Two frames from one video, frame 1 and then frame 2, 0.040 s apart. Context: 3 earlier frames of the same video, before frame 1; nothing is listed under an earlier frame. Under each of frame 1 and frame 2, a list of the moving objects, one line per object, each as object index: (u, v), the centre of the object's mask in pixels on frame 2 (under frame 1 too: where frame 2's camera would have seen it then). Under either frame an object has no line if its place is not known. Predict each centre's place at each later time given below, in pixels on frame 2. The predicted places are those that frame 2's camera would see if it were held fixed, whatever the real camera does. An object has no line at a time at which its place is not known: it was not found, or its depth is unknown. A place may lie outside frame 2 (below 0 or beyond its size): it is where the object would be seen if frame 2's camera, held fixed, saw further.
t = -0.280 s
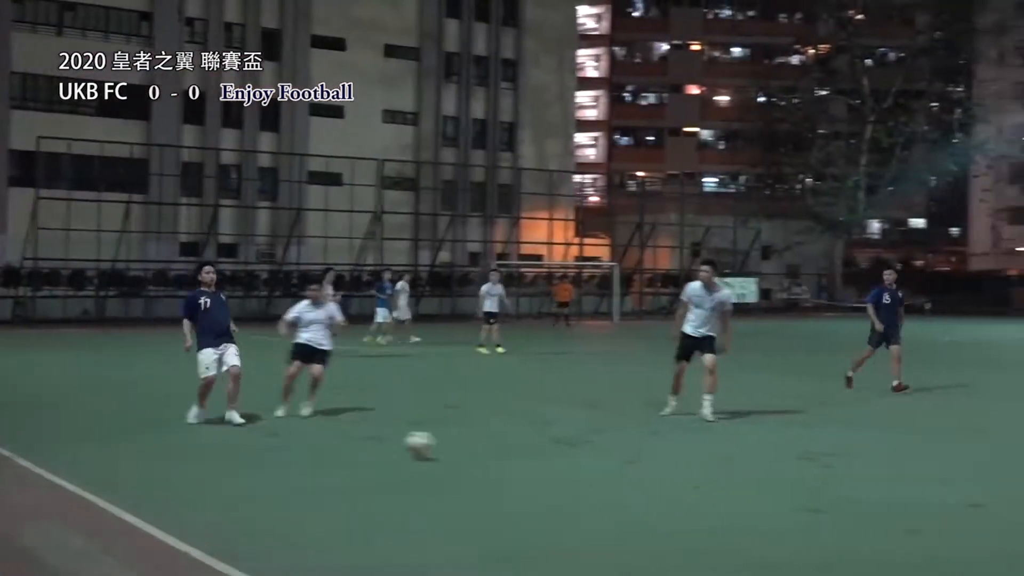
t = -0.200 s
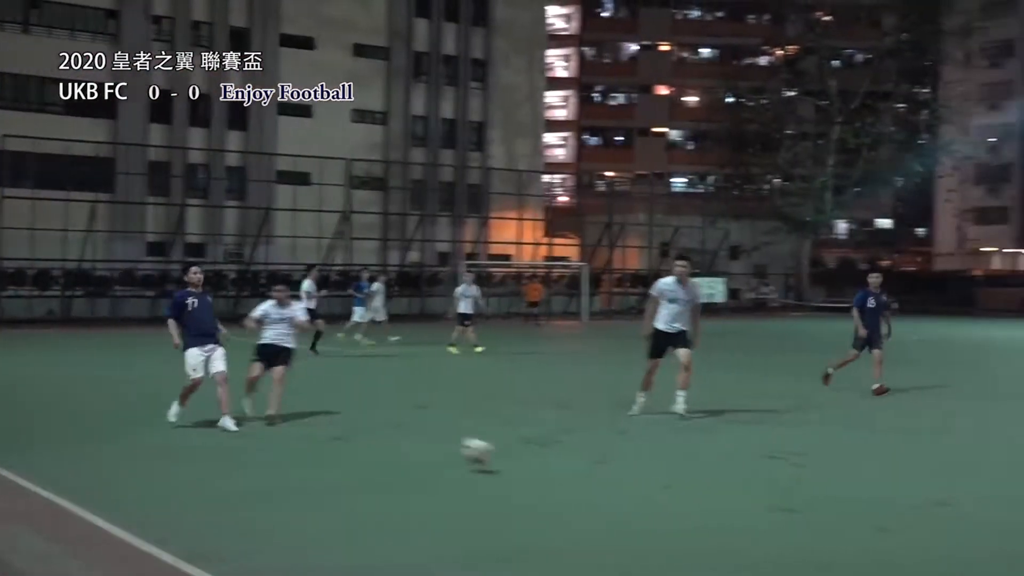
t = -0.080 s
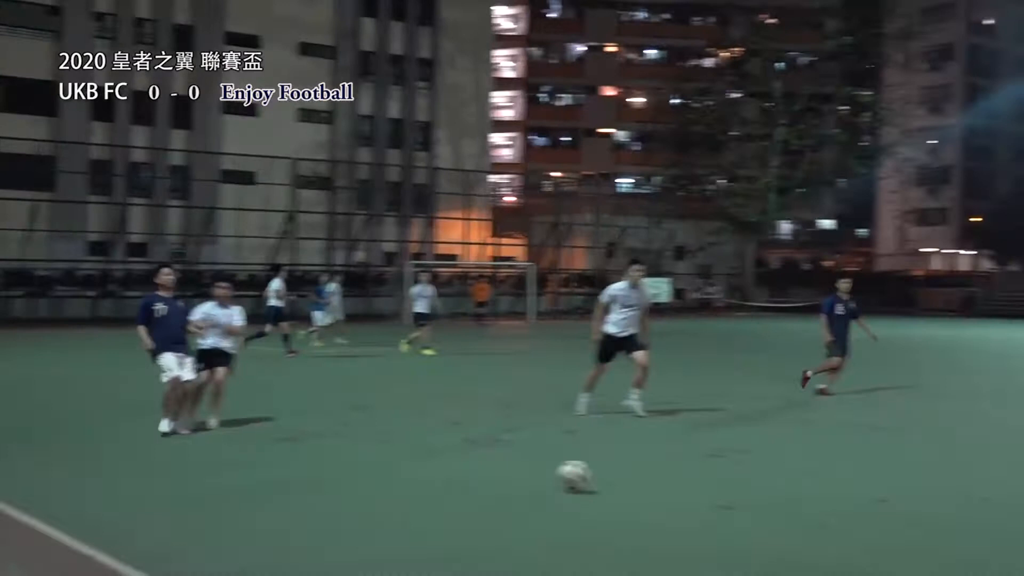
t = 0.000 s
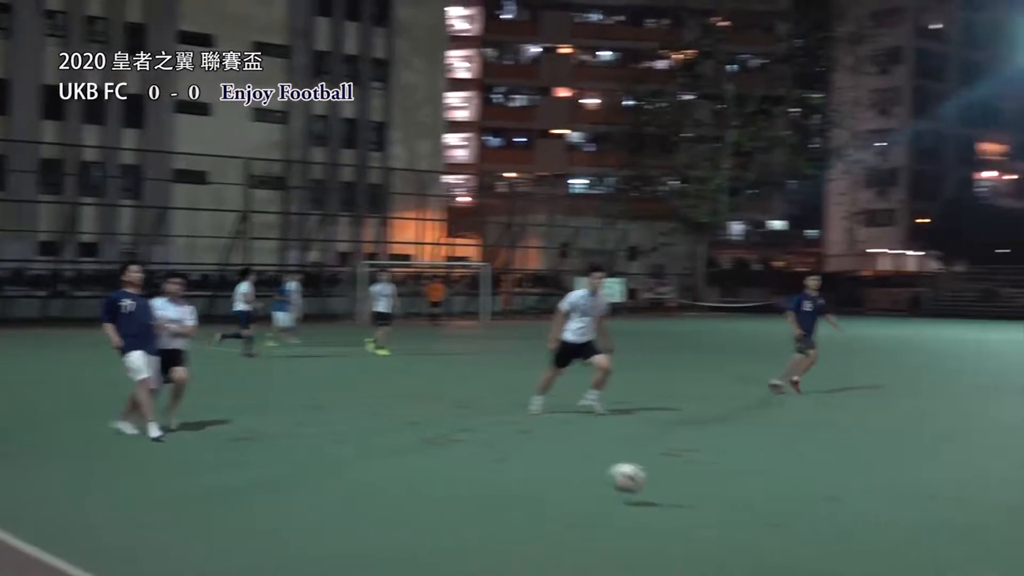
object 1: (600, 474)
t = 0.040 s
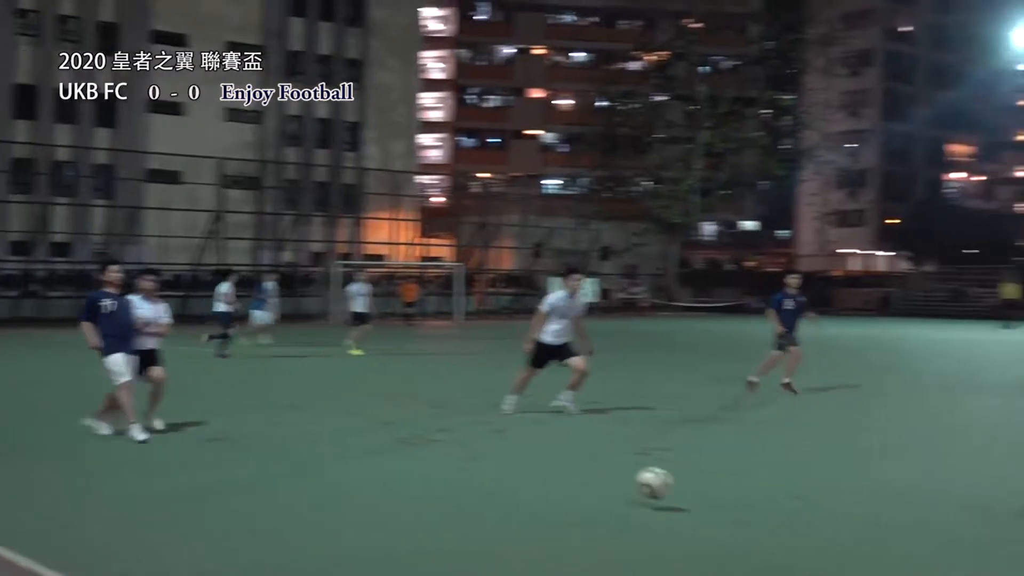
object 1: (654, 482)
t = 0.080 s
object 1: (714, 495)
